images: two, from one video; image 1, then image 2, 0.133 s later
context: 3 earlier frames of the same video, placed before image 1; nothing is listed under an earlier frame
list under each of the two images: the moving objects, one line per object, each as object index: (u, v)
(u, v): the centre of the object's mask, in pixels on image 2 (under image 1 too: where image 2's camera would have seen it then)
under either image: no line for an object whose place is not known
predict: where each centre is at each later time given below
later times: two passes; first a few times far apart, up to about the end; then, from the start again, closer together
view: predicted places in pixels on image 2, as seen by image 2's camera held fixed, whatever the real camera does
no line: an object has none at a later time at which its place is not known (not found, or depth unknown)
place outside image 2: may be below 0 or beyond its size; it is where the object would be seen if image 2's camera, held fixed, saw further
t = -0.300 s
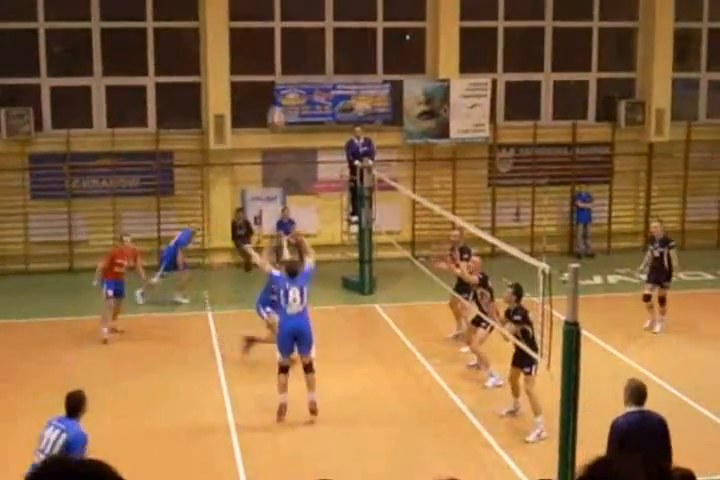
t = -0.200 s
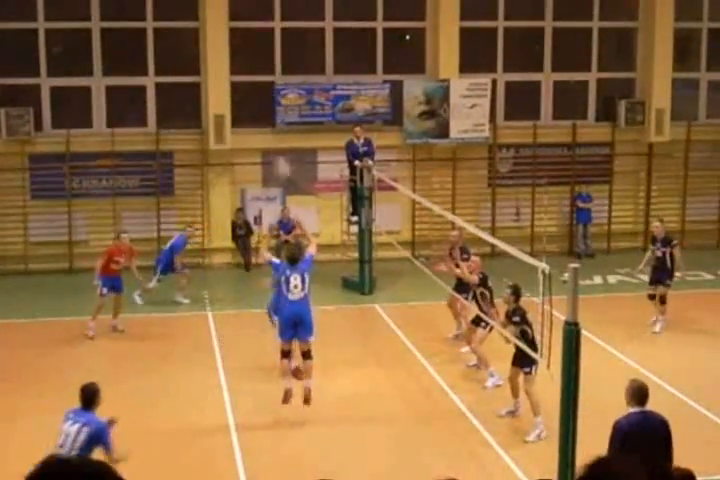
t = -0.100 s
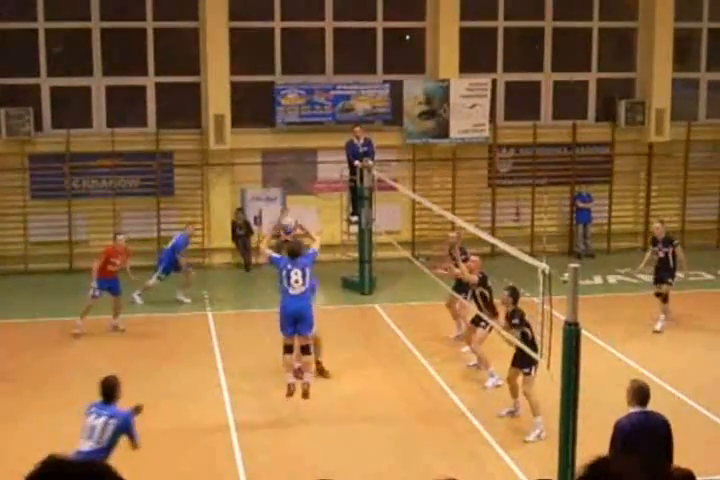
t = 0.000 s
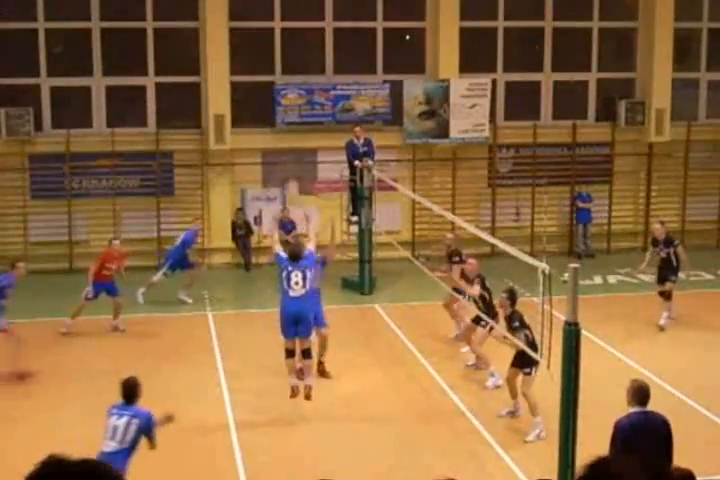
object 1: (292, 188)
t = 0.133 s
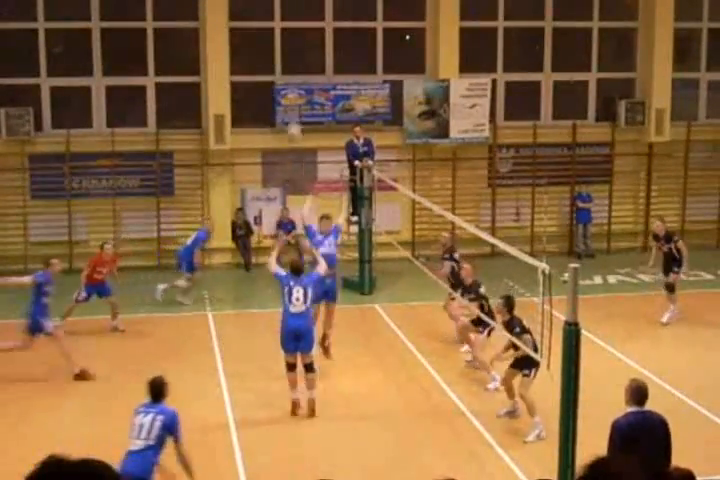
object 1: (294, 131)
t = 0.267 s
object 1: (297, 89)
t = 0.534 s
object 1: (301, 58)
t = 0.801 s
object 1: (304, 69)
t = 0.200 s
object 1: (295, 108)
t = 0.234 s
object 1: (296, 100)
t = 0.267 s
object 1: (297, 89)
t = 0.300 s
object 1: (297, 82)
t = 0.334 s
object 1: (298, 76)
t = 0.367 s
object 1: (298, 71)
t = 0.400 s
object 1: (299, 67)
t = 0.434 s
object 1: (299, 64)
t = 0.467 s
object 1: (300, 61)
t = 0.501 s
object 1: (300, 59)
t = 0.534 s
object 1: (301, 58)
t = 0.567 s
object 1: (301, 57)
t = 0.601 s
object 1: (302, 57)
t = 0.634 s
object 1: (302, 57)
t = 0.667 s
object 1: (303, 58)
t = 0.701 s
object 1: (303, 61)
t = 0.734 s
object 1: (304, 63)
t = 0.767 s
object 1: (304, 66)
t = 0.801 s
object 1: (304, 69)
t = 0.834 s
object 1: (305, 72)
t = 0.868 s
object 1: (306, 77)
